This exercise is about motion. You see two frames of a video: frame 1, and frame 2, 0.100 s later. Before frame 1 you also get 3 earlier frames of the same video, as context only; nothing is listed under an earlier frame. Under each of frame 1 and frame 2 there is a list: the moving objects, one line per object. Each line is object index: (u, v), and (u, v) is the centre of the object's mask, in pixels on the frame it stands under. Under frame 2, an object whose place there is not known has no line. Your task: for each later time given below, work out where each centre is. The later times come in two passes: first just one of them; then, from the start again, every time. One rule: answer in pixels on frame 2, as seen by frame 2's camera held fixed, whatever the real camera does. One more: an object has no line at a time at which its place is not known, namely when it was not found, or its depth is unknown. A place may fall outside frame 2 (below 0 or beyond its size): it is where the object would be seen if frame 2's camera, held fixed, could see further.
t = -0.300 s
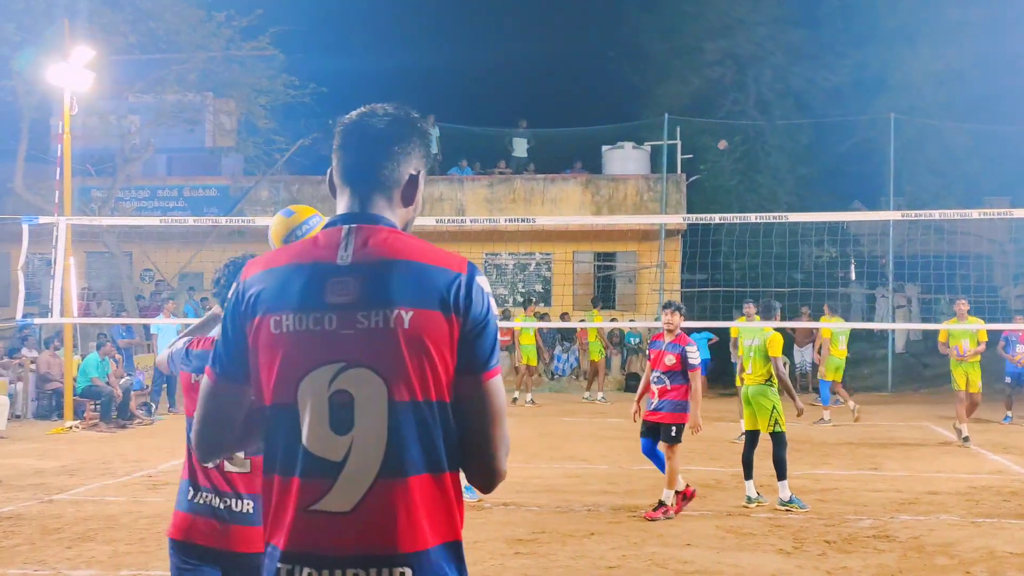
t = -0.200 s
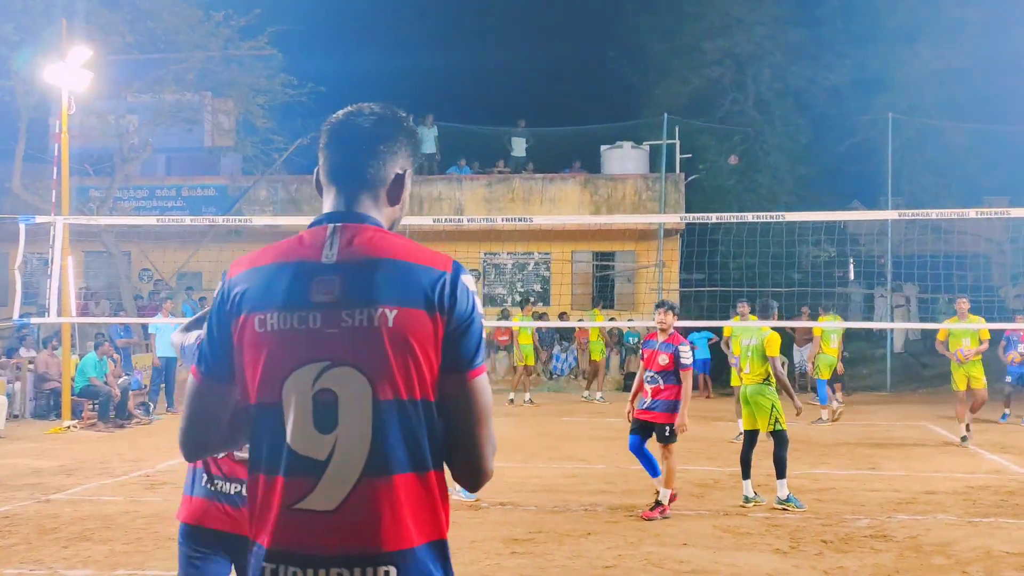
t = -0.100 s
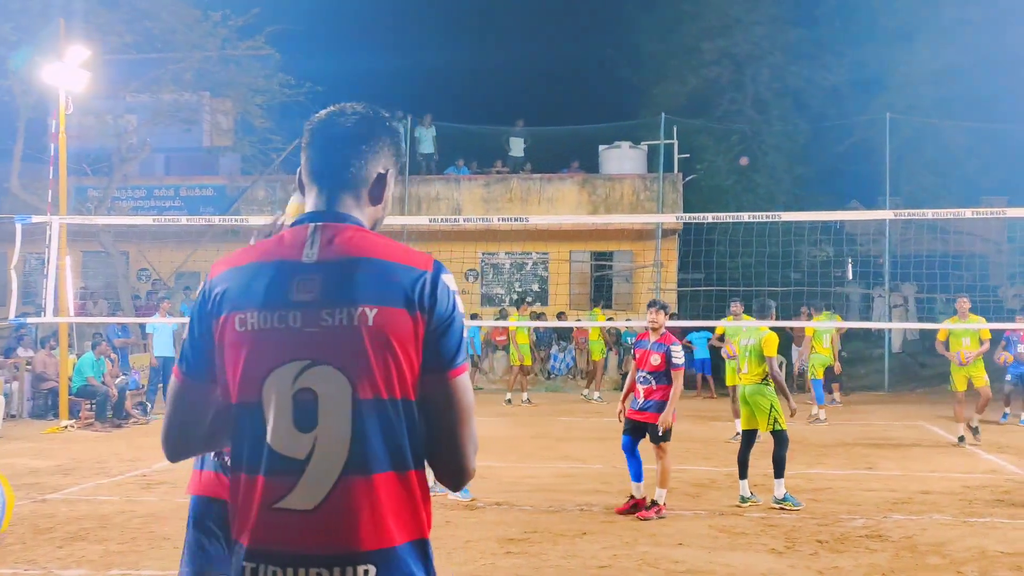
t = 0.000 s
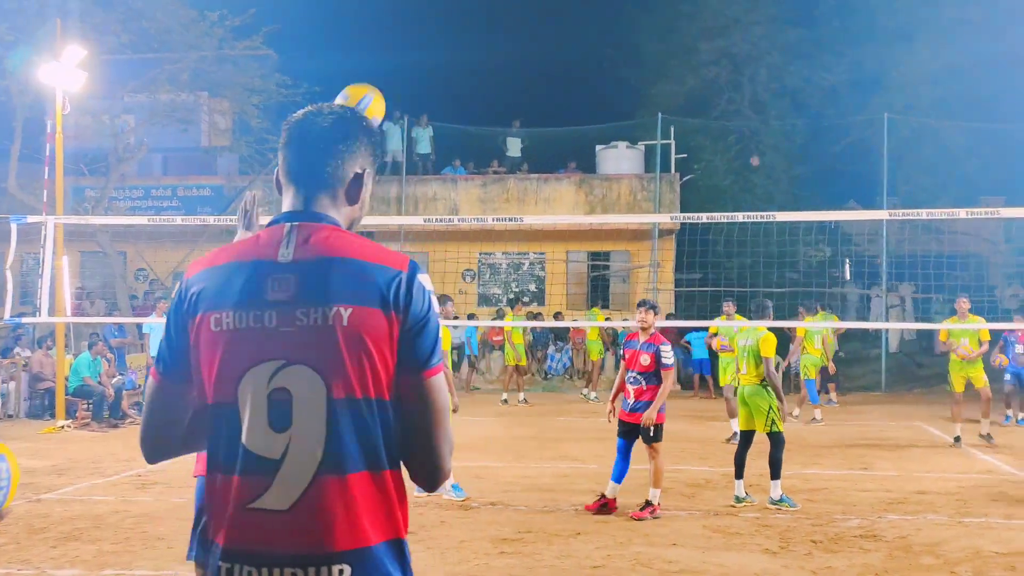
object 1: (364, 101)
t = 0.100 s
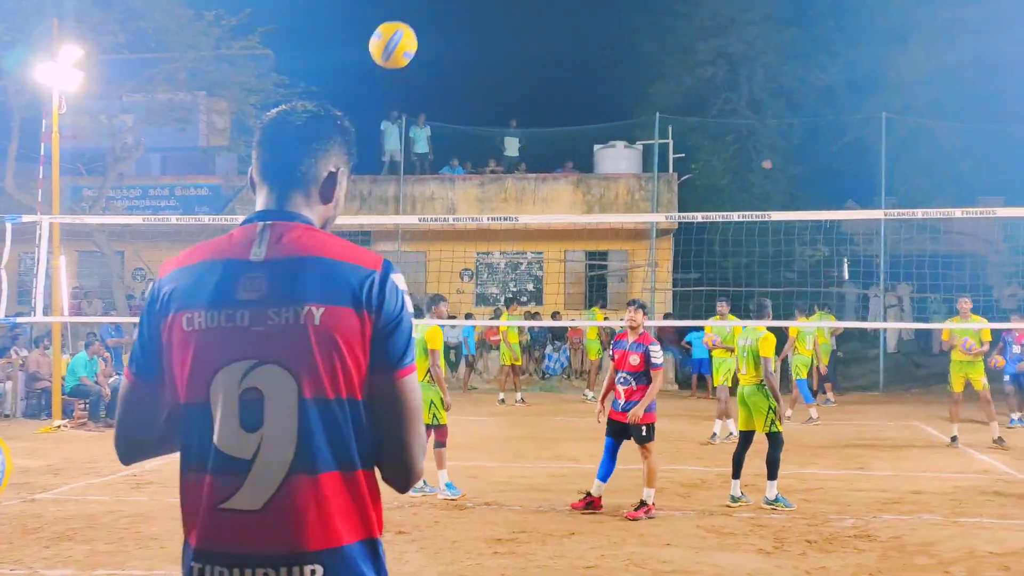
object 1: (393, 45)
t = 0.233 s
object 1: (435, 11)
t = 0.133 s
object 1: (405, 30)
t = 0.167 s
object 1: (415, 20)
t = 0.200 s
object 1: (426, 14)
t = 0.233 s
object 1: (435, 11)
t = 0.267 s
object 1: (445, 9)
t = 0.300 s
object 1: (454, 8)
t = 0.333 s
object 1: (461, 7)
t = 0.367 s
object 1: (469, 8)
